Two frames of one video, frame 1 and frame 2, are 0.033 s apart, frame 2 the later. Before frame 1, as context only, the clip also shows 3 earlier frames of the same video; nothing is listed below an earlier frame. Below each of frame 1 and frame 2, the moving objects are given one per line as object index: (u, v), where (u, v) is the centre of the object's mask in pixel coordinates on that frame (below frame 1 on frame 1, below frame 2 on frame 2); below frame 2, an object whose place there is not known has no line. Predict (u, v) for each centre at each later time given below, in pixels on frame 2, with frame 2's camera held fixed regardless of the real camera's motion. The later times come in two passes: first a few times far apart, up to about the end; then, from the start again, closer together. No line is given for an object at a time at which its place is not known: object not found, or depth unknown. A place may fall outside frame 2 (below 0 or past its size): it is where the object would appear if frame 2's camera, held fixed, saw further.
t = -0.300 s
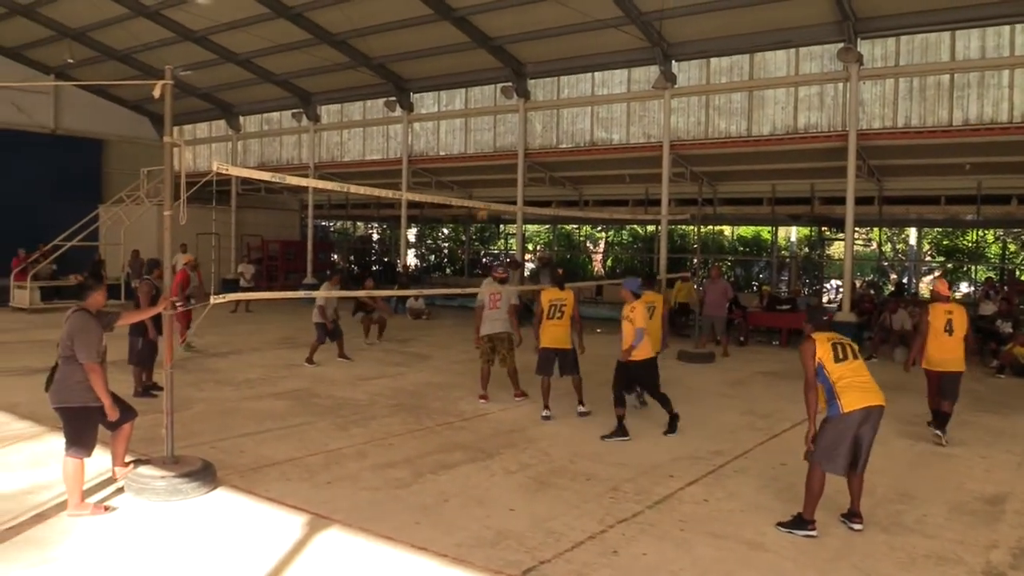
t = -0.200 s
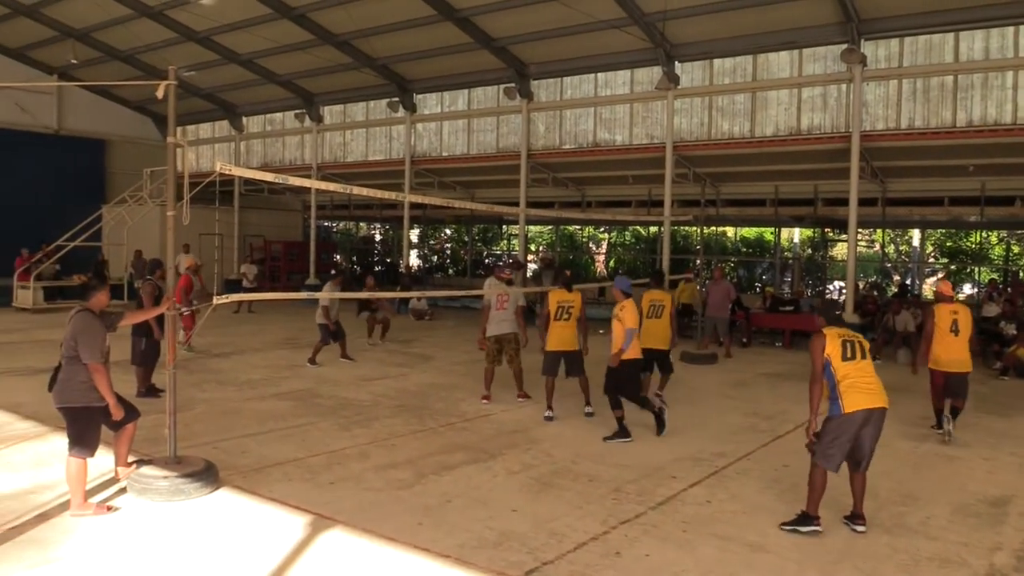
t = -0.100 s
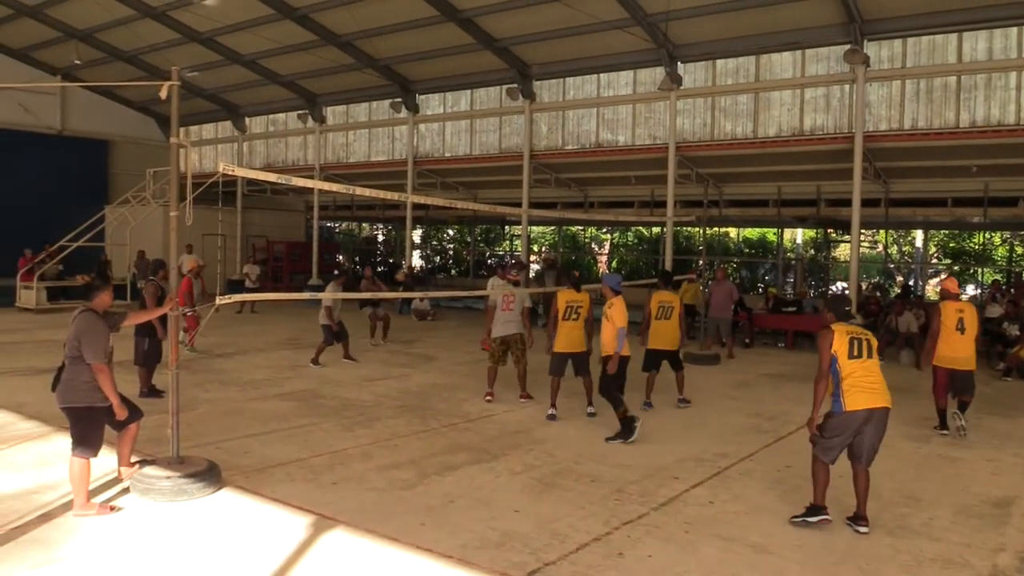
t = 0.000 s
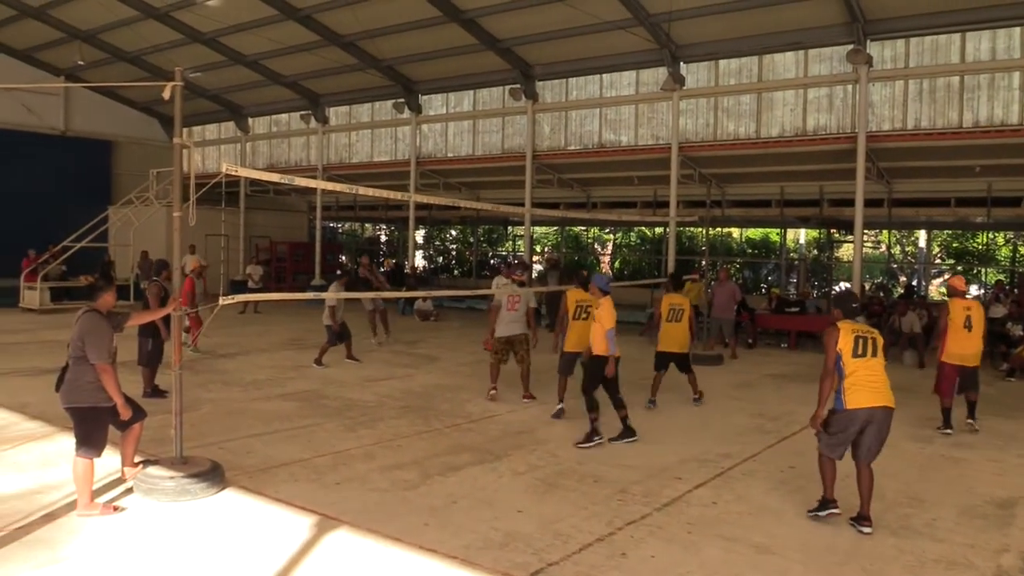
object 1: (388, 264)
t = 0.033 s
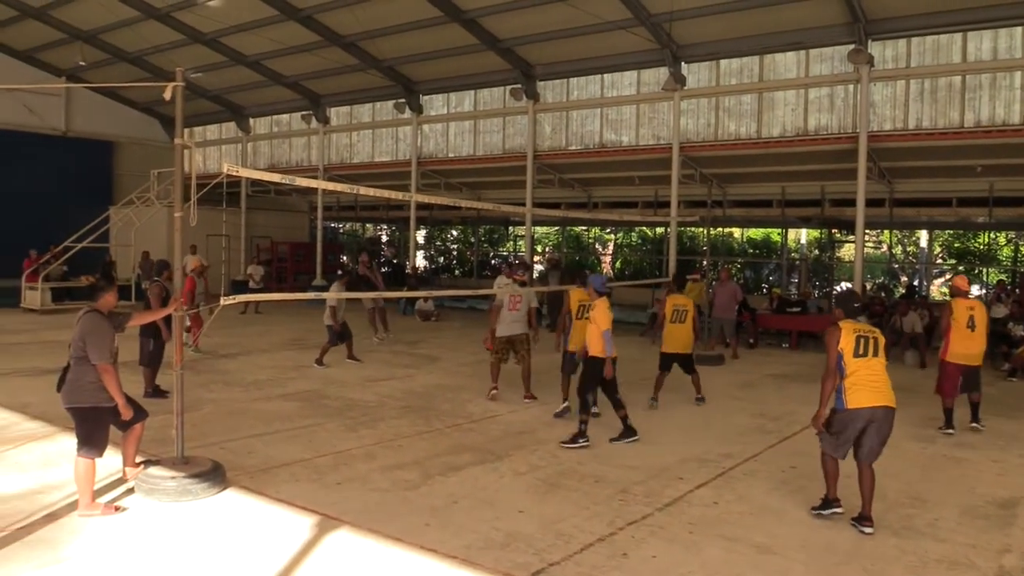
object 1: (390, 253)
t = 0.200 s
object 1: (385, 204)
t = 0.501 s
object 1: (382, 148)
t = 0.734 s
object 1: (377, 138)
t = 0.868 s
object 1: (374, 146)
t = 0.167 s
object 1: (386, 212)
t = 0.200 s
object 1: (385, 204)
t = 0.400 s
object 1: (384, 161)
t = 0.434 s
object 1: (383, 156)
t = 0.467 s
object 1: (383, 152)
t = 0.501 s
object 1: (382, 148)
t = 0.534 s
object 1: (381, 145)
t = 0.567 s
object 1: (381, 142)
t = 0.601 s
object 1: (380, 140)
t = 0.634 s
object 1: (379, 139)
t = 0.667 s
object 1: (379, 138)
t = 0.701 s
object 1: (379, 138)
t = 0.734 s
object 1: (377, 138)
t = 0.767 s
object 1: (376, 139)
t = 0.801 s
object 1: (376, 141)
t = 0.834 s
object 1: (375, 143)
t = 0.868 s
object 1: (374, 146)
